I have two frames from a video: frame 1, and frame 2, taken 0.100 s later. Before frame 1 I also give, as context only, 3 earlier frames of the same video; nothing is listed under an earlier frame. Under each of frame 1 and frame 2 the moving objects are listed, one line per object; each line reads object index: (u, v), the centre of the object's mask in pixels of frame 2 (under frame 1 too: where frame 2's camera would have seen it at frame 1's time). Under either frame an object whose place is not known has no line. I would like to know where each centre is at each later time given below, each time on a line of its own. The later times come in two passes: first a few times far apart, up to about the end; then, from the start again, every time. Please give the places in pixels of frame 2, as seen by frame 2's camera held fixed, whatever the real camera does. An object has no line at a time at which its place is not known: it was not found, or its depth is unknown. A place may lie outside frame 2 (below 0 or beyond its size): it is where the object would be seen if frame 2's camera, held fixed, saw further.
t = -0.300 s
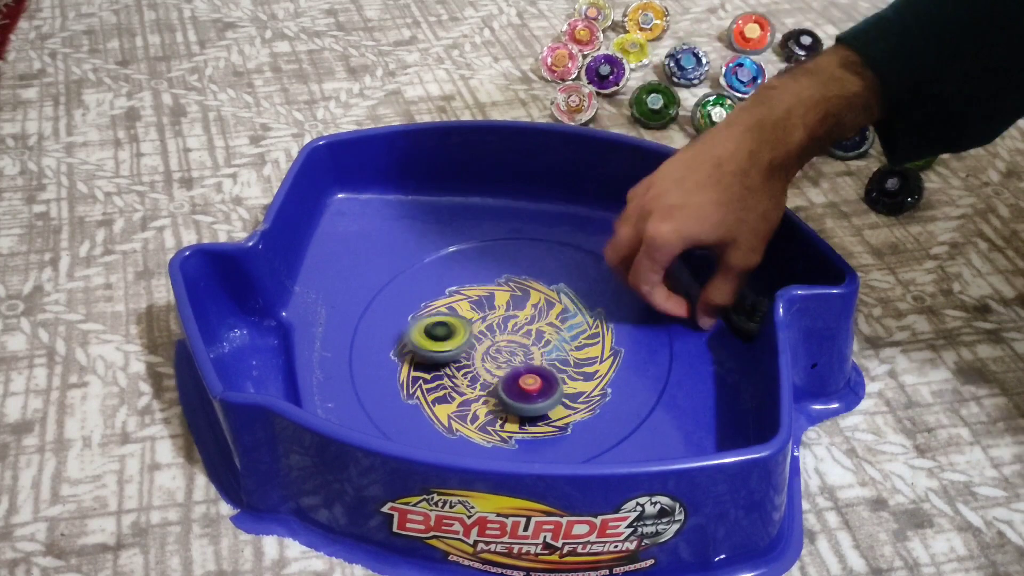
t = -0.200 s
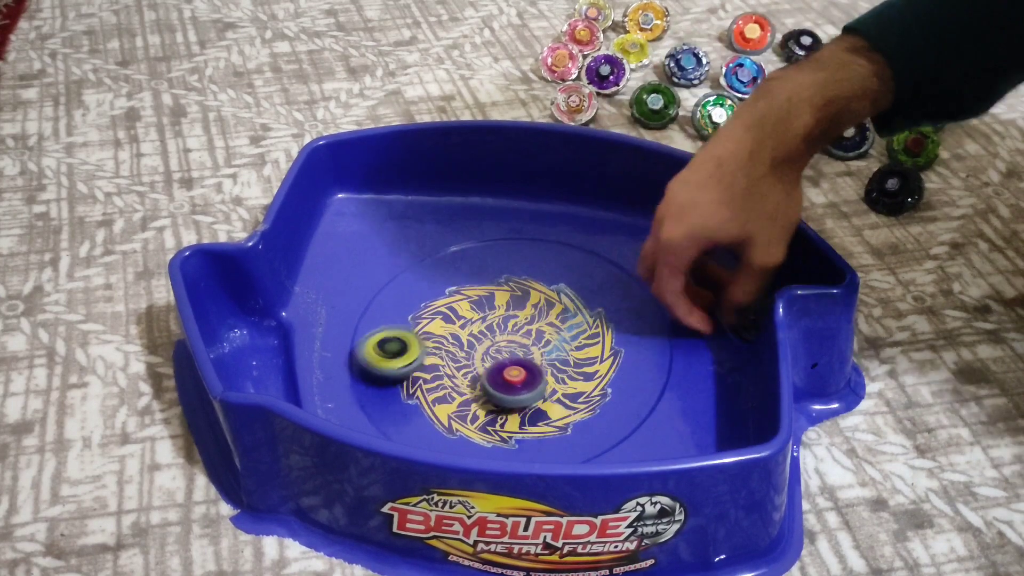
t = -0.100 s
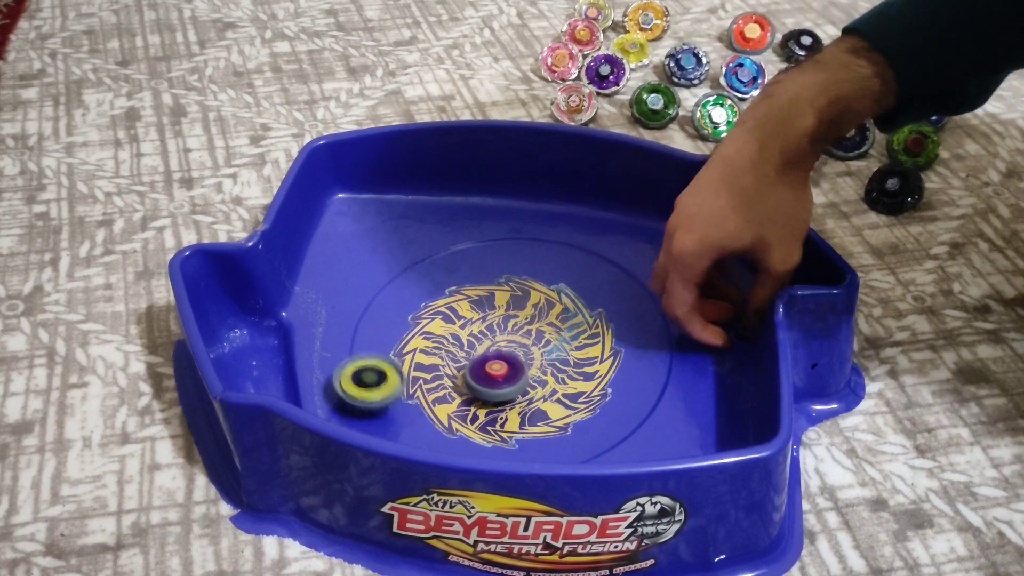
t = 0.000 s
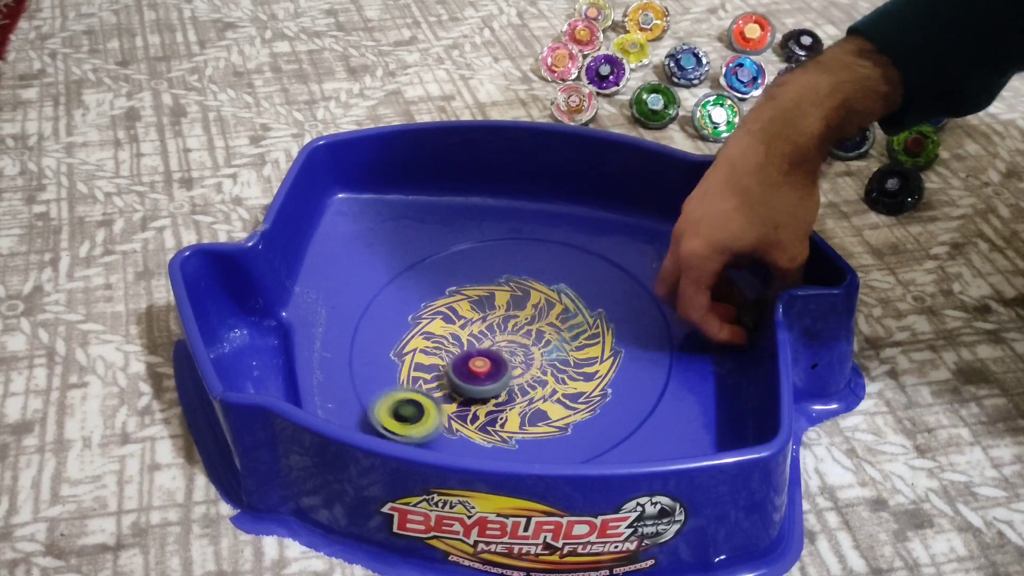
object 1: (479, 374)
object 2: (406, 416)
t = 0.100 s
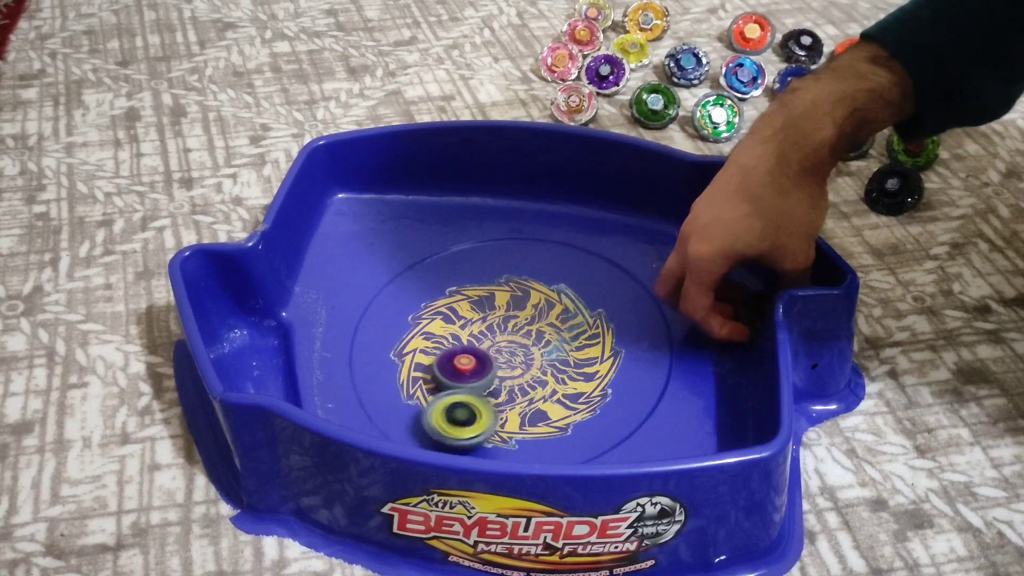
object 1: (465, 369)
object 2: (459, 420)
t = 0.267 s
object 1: (431, 340)
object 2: (542, 393)
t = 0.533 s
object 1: (391, 332)
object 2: (545, 293)
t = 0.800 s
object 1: (404, 339)
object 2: (435, 276)
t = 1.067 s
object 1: (464, 410)
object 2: (415, 278)
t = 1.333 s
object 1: (564, 371)
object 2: (480, 300)
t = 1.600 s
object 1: (594, 304)
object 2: (546, 261)
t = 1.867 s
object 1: (573, 277)
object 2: (485, 252)
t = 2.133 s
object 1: (539, 290)
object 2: (496, 335)
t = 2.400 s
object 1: (516, 336)
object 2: (597, 350)
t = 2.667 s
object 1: (518, 382)
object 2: (611, 297)
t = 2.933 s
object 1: (543, 401)
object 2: (515, 324)
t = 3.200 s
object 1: (554, 385)
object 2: (475, 411)
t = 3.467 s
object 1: (530, 359)
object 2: (545, 433)
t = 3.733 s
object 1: (472, 351)
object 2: (540, 368)
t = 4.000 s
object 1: (375, 351)
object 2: (526, 329)
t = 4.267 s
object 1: (373, 385)
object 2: (493, 320)
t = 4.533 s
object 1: (434, 385)
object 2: (490, 344)
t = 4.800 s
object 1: (483, 359)
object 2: (542, 305)
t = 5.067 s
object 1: (506, 330)
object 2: (523, 264)
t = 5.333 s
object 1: (528, 309)
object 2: (485, 266)
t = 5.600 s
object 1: (545, 308)
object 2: (472, 320)
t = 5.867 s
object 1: (556, 310)
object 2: (541, 368)
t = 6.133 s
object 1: (548, 316)
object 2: (601, 347)
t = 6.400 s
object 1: (523, 331)
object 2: (594, 331)
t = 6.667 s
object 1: (452, 356)
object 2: (579, 342)
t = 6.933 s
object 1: (432, 395)
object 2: (532, 374)
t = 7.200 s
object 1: (417, 406)
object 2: (563, 399)
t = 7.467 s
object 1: (436, 404)
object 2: (577, 343)
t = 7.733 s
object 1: (469, 375)
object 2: (494, 322)
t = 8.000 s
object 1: (479, 392)
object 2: (450, 271)
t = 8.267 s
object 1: (517, 359)
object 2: (422, 307)
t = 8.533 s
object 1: (552, 318)
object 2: (474, 341)
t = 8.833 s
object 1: (560, 279)
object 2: (537, 339)
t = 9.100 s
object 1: (542, 247)
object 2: (553, 334)
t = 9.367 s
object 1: (489, 255)
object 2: (560, 369)
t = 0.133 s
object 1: (458, 368)
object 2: (475, 415)
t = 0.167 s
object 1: (452, 362)
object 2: (493, 413)
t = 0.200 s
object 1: (445, 353)
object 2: (511, 411)
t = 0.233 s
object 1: (438, 344)
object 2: (529, 403)
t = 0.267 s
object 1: (431, 340)
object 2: (542, 393)
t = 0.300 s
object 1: (425, 338)
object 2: (553, 380)
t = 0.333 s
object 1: (417, 336)
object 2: (561, 366)
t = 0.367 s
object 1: (411, 334)
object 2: (565, 352)
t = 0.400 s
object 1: (405, 333)
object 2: (566, 339)
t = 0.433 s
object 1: (400, 332)
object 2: (565, 325)
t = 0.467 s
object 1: (396, 333)
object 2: (560, 315)
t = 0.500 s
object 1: (394, 332)
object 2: (555, 304)
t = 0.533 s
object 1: (391, 332)
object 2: (545, 293)
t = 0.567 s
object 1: (389, 333)
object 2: (535, 282)
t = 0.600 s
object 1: (388, 334)
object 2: (522, 274)
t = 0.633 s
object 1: (388, 336)
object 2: (508, 269)
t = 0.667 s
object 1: (389, 338)
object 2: (492, 267)
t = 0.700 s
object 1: (392, 339)
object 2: (477, 266)
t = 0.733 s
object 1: (395, 338)
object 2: (462, 267)
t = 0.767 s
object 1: (399, 339)
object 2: (447, 271)
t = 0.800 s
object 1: (404, 339)
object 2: (435, 276)
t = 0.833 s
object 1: (409, 338)
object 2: (424, 284)
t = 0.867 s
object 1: (409, 352)
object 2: (421, 281)
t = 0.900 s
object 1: (412, 373)
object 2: (423, 274)
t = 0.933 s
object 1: (416, 389)
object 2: (424, 270)
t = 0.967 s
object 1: (426, 400)
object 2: (424, 269)
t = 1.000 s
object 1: (437, 405)
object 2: (421, 270)
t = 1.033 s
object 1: (451, 408)
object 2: (418, 273)
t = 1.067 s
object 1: (464, 410)
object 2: (415, 278)
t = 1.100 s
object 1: (480, 409)
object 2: (415, 283)
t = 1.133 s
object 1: (496, 406)
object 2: (416, 290)
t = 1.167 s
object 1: (510, 402)
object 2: (424, 293)
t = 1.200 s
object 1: (523, 397)
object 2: (432, 296)
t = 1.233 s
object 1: (535, 392)
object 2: (443, 299)
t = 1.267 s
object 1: (546, 386)
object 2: (455, 301)
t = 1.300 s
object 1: (555, 379)
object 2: (467, 301)
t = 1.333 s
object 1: (564, 371)
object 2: (480, 300)
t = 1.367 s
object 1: (573, 363)
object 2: (492, 298)
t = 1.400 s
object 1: (579, 354)
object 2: (503, 295)
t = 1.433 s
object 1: (584, 345)
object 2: (514, 290)
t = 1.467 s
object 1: (589, 337)
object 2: (524, 284)
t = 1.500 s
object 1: (592, 328)
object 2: (532, 277)
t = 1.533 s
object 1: (593, 320)
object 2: (537, 273)
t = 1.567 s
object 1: (594, 312)
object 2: (543, 266)
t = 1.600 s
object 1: (594, 304)
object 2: (546, 261)
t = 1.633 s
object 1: (592, 298)
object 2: (547, 255)
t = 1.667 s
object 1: (590, 291)
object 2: (544, 249)
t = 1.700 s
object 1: (587, 285)
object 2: (539, 245)
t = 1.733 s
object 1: (582, 280)
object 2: (533, 244)
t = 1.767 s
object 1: (578, 276)
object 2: (524, 246)
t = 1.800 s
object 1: (580, 277)
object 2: (509, 244)
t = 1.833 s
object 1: (577, 277)
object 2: (497, 247)
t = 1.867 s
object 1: (573, 277)
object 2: (485, 252)
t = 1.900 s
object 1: (569, 276)
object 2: (478, 260)
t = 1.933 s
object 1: (566, 276)
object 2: (474, 269)
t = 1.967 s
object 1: (561, 277)
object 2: (472, 280)
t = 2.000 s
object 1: (556, 278)
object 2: (472, 292)
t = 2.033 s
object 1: (553, 280)
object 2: (475, 303)
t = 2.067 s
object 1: (548, 283)
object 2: (480, 314)
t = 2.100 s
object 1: (542, 287)
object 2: (487, 325)
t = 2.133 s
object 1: (539, 290)
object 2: (496, 335)
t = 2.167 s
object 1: (535, 294)
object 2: (506, 344)
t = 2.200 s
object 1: (531, 298)
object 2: (517, 351)
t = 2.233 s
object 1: (528, 302)
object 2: (531, 355)
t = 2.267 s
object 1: (523, 310)
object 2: (545, 358)
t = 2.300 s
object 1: (522, 315)
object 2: (559, 359)
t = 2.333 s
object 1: (520, 323)
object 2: (574, 358)
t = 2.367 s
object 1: (517, 329)
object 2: (588, 353)
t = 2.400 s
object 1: (516, 336)
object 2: (597, 350)
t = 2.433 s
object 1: (515, 342)
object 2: (610, 342)
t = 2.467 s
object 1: (514, 349)
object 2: (620, 335)
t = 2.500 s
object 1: (514, 355)
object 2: (625, 329)
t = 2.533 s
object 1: (513, 361)
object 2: (627, 321)
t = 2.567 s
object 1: (513, 366)
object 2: (628, 313)
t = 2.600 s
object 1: (515, 372)
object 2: (625, 306)
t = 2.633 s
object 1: (517, 377)
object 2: (619, 301)
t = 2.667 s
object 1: (518, 382)
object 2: (611, 297)
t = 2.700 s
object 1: (520, 385)
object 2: (600, 295)
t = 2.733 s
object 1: (523, 389)
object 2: (589, 293)
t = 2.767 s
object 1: (526, 392)
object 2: (578, 294)
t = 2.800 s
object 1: (529, 396)
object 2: (564, 297)
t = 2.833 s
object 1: (534, 398)
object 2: (551, 301)
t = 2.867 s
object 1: (537, 399)
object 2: (538, 308)
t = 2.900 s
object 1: (540, 400)
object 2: (526, 315)
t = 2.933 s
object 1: (543, 401)
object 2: (515, 324)
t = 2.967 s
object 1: (546, 401)
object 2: (505, 333)
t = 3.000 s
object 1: (548, 400)
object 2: (497, 342)
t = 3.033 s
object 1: (549, 399)
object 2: (490, 354)
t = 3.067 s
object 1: (551, 397)
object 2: (483, 366)
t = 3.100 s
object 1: (551, 395)
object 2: (482, 378)
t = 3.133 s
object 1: (551, 392)
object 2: (481, 388)
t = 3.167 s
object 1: (552, 389)
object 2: (479, 400)
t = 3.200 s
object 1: (554, 385)
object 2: (475, 411)
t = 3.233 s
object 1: (554, 381)
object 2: (479, 420)
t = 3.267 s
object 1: (553, 378)
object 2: (485, 427)
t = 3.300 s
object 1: (552, 374)
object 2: (493, 432)
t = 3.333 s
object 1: (548, 370)
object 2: (503, 436)
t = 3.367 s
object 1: (544, 367)
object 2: (512, 438)
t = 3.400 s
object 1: (540, 364)
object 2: (524, 439)
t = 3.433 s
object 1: (535, 362)
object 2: (535, 437)
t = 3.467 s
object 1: (530, 359)
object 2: (545, 433)
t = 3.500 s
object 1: (524, 357)
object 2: (551, 429)
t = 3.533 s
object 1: (517, 356)
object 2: (557, 421)
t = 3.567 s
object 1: (511, 355)
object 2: (560, 411)
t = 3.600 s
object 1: (504, 355)
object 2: (560, 401)
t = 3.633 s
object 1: (498, 355)
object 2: (554, 391)
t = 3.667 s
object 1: (491, 355)
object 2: (548, 380)
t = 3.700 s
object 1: (482, 354)
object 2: (542, 373)
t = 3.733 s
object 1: (472, 351)
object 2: (540, 368)
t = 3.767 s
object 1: (464, 350)
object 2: (535, 360)
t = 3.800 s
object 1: (457, 349)
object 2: (525, 354)
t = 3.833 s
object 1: (446, 351)
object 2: (516, 351)
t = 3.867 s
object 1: (419, 347)
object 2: (523, 348)
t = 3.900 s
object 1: (402, 344)
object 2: (527, 344)
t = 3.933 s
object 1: (390, 345)
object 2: (528, 339)
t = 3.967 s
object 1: (382, 347)
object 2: (528, 335)
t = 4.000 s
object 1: (375, 351)
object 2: (526, 329)
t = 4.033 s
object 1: (370, 354)
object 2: (523, 326)
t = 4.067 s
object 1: (366, 359)
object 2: (519, 323)
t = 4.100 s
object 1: (364, 363)
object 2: (515, 320)
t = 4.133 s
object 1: (363, 369)
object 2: (510, 318)
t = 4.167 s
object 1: (363, 373)
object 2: (506, 317)
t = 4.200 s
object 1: (365, 377)
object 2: (502, 317)
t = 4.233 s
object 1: (368, 381)
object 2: (497, 318)
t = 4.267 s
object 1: (373, 385)
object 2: (493, 320)
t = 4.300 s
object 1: (379, 388)
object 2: (489, 322)
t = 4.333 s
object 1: (387, 390)
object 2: (486, 325)
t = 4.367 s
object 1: (395, 391)
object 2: (483, 328)
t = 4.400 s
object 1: (404, 391)
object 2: (482, 332)
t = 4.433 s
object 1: (414, 389)
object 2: (481, 336)
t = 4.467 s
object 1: (422, 388)
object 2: (482, 340)
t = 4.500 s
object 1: (430, 385)
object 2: (484, 344)
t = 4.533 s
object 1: (434, 385)
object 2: (490, 344)
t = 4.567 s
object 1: (435, 386)
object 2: (502, 341)
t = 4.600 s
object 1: (441, 383)
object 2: (511, 338)
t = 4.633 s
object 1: (447, 381)
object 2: (519, 335)
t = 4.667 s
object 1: (454, 378)
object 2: (525, 330)
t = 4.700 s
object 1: (463, 373)
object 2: (532, 324)
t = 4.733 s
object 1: (469, 369)
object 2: (537, 318)
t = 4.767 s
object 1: (475, 365)
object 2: (540, 312)
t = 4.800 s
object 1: (483, 359)
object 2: (542, 305)
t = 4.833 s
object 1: (488, 354)
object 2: (544, 298)
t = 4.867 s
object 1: (492, 348)
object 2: (542, 294)
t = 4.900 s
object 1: (497, 342)
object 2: (540, 289)
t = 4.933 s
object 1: (502, 336)
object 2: (536, 285)
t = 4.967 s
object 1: (506, 331)
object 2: (532, 281)
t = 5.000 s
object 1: (505, 332)
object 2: (531, 273)
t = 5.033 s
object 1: (504, 332)
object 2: (528, 268)
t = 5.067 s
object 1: (506, 330)
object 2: (523, 264)
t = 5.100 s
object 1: (510, 327)
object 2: (518, 260)
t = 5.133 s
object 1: (512, 324)
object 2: (513, 258)
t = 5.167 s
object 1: (515, 322)
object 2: (506, 258)
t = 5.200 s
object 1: (517, 319)
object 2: (502, 258)
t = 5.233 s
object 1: (520, 315)
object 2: (500, 257)
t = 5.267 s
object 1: (522, 312)
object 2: (495, 260)
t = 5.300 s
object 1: (524, 309)
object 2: (491, 264)
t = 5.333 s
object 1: (528, 309)
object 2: (485, 266)
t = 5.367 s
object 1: (531, 311)
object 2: (479, 268)
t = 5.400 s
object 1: (533, 311)
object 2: (474, 272)
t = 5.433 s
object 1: (535, 310)
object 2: (469, 278)
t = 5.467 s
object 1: (537, 309)
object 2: (466, 286)
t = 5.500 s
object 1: (540, 308)
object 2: (464, 294)
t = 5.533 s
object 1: (541, 308)
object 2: (465, 302)
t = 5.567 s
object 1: (544, 308)
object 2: (468, 311)
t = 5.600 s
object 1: (545, 308)
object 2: (472, 320)
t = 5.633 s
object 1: (546, 308)
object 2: (478, 328)
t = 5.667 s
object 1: (547, 310)
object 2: (485, 336)
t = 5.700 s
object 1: (548, 310)
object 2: (495, 341)
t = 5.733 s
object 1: (549, 311)
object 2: (503, 348)
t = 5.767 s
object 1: (551, 311)
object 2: (511, 355)
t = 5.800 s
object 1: (554, 310)
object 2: (518, 361)
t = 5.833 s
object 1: (555, 310)
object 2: (530, 364)
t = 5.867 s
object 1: (556, 310)
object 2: (541, 368)
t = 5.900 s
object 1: (557, 310)
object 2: (552, 368)
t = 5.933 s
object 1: (557, 311)
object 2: (563, 367)
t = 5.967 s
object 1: (557, 312)
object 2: (572, 365)
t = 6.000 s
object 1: (556, 313)
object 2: (581, 362)
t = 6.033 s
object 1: (555, 314)
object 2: (588, 357)
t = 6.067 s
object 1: (554, 315)
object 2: (592, 352)
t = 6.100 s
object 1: (552, 316)
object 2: (594, 347)
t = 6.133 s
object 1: (548, 316)
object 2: (601, 347)
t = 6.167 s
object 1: (544, 316)
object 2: (606, 346)
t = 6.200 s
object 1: (541, 317)
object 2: (610, 343)
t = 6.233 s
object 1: (538, 319)
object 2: (613, 340)
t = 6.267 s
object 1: (535, 320)
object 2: (614, 336)
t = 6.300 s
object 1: (532, 323)
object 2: (611, 334)
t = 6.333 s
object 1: (529, 326)
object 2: (607, 333)
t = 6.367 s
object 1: (526, 328)
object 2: (600, 332)
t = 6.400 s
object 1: (523, 331)
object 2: (594, 331)
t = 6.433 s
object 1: (519, 334)
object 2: (584, 333)
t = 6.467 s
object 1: (506, 335)
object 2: (586, 334)
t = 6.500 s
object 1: (489, 336)
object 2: (589, 336)
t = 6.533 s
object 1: (478, 339)
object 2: (589, 336)
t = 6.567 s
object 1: (472, 342)
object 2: (588, 337)
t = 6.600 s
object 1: (465, 346)
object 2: (587, 339)
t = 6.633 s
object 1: (458, 351)
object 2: (583, 340)
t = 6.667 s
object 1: (452, 356)
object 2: (579, 342)
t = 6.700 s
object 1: (446, 360)
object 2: (574, 344)
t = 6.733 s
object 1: (442, 365)
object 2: (569, 347)
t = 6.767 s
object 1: (438, 371)
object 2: (563, 350)
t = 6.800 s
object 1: (435, 376)
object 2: (555, 354)
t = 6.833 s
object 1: (432, 382)
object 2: (549, 358)
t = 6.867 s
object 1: (431, 386)
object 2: (542, 363)
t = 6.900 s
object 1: (431, 391)
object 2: (537, 368)
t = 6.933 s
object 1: (432, 395)
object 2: (532, 374)
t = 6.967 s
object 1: (434, 399)
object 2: (527, 379)
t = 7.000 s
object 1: (436, 403)
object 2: (523, 384)
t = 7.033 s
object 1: (439, 405)
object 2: (520, 390)
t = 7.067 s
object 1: (443, 407)
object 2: (518, 394)
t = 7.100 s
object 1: (447, 409)
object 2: (518, 399)
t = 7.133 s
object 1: (430, 408)
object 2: (534, 401)
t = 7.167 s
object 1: (420, 407)
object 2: (550, 402)
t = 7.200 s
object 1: (417, 406)
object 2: (563, 399)
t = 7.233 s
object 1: (417, 406)
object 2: (572, 393)
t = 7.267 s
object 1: (417, 407)
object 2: (579, 388)
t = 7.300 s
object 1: (420, 409)
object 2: (584, 381)
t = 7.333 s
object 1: (423, 409)
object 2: (587, 373)
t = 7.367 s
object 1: (425, 409)
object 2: (590, 364)
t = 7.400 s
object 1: (430, 408)
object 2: (587, 356)
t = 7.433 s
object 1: (433, 406)
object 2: (583, 350)
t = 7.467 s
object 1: (436, 404)
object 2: (577, 343)
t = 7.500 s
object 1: (440, 401)
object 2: (569, 337)
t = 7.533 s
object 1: (445, 398)
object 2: (560, 331)
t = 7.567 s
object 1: (450, 394)
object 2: (550, 327)
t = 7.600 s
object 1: (454, 390)
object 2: (537, 324)
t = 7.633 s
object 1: (459, 386)
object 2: (526, 322)
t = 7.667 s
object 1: (464, 381)
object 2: (515, 322)
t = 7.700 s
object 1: (468, 375)
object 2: (502, 323)
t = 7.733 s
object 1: (469, 375)
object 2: (494, 322)
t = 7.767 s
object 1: (461, 386)
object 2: (495, 309)
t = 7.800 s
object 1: (454, 395)
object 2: (494, 298)
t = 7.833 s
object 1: (453, 398)
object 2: (491, 292)
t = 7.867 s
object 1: (454, 399)
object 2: (485, 285)
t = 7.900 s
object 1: (460, 398)
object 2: (477, 280)
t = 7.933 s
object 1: (466, 396)
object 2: (468, 276)
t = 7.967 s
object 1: (473, 395)
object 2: (459, 273)
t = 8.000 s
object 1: (479, 392)
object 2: (450, 271)
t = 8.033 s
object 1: (485, 389)
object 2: (441, 271)
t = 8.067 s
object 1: (491, 386)
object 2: (434, 273)
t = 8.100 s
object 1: (496, 382)
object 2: (427, 276)
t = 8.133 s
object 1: (502, 377)
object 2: (422, 281)
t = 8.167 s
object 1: (507, 373)
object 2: (419, 287)
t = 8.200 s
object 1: (512, 368)
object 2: (417, 293)
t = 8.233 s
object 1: (515, 364)
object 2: (418, 300)
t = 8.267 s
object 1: (517, 359)
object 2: (422, 307)
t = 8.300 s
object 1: (521, 353)
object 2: (430, 312)
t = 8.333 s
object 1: (523, 349)
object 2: (437, 319)
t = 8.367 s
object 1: (526, 344)
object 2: (445, 325)
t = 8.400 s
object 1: (528, 338)
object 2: (456, 331)
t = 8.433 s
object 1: (530, 334)
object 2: (465, 334)
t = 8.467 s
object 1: (542, 327)
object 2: (465, 336)
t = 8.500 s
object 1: (549, 323)
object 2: (469, 338)
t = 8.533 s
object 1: (552, 318)
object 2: (474, 341)
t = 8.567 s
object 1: (555, 313)
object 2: (481, 343)
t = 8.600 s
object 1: (557, 308)
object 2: (487, 344)
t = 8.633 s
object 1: (559, 303)
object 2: (494, 345)
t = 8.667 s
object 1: (560, 299)
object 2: (501, 346)
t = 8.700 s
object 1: (561, 294)
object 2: (507, 347)
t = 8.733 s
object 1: (562, 290)
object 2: (514, 347)
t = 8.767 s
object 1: (562, 286)
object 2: (521, 345)
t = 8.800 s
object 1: (561, 282)
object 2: (529, 342)
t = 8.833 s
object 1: (560, 279)
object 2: (537, 339)
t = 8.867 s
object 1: (559, 277)
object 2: (541, 335)
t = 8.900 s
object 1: (557, 275)
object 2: (546, 332)
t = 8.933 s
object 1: (555, 273)
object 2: (550, 327)
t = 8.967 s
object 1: (553, 272)
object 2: (552, 322)
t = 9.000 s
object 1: (550, 270)
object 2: (553, 318)
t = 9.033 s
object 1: (548, 269)
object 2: (553, 318)
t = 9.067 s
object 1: (546, 255)
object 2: (552, 328)
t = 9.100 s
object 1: (542, 247)
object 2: (553, 334)
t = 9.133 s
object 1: (537, 244)
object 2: (553, 340)
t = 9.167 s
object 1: (530, 243)
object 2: (555, 345)
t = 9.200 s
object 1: (523, 243)
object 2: (556, 350)
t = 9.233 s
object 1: (515, 243)
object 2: (556, 355)
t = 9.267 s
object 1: (509, 245)
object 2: (557, 359)
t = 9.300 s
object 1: (502, 247)
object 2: (558, 362)
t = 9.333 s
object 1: (495, 251)
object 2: (559, 366)
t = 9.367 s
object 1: (489, 255)
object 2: (560, 369)
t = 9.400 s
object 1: (484, 260)
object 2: (561, 372)
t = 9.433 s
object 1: (480, 265)
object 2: (561, 374)
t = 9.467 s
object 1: (477, 271)
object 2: (560, 376)
